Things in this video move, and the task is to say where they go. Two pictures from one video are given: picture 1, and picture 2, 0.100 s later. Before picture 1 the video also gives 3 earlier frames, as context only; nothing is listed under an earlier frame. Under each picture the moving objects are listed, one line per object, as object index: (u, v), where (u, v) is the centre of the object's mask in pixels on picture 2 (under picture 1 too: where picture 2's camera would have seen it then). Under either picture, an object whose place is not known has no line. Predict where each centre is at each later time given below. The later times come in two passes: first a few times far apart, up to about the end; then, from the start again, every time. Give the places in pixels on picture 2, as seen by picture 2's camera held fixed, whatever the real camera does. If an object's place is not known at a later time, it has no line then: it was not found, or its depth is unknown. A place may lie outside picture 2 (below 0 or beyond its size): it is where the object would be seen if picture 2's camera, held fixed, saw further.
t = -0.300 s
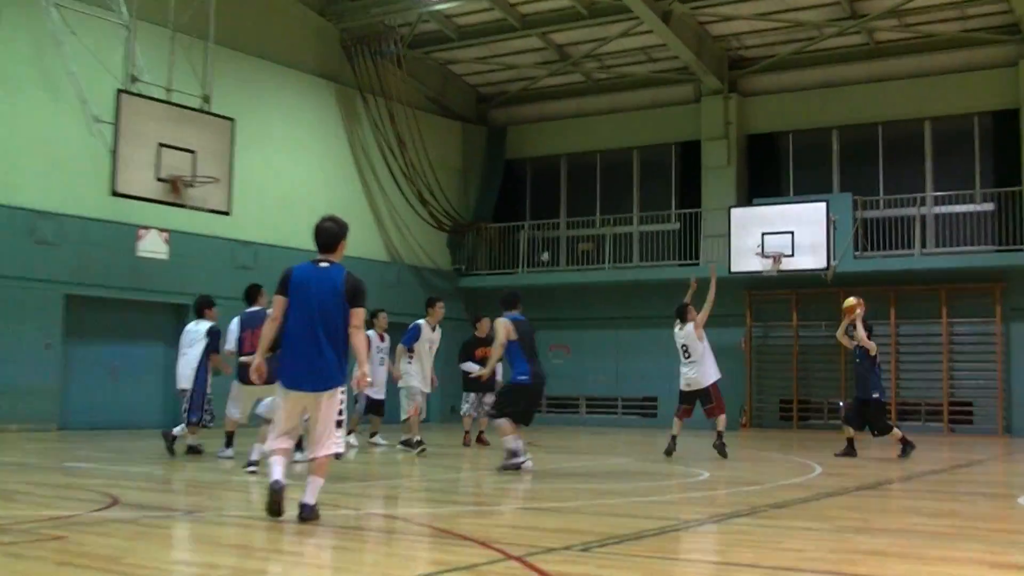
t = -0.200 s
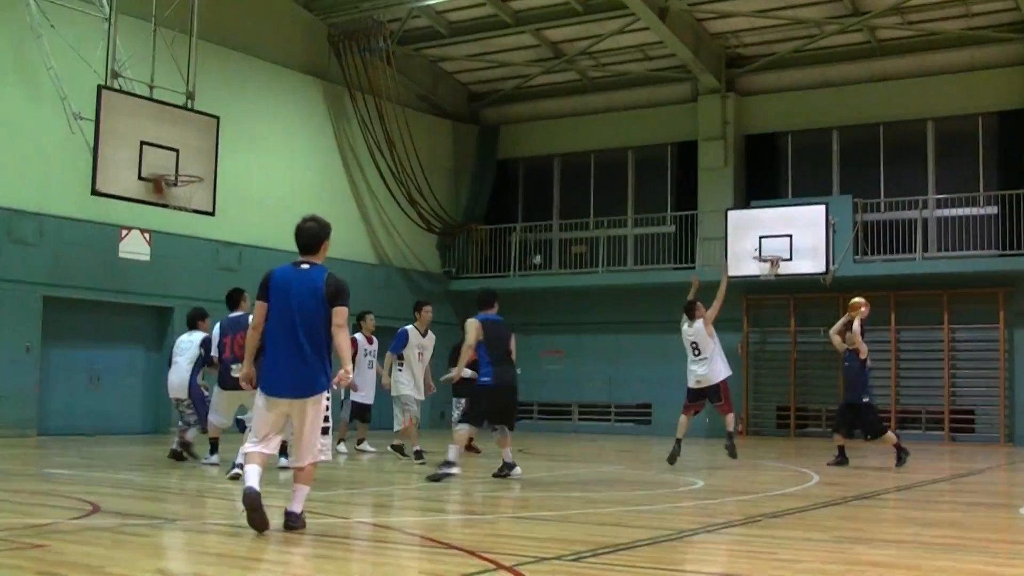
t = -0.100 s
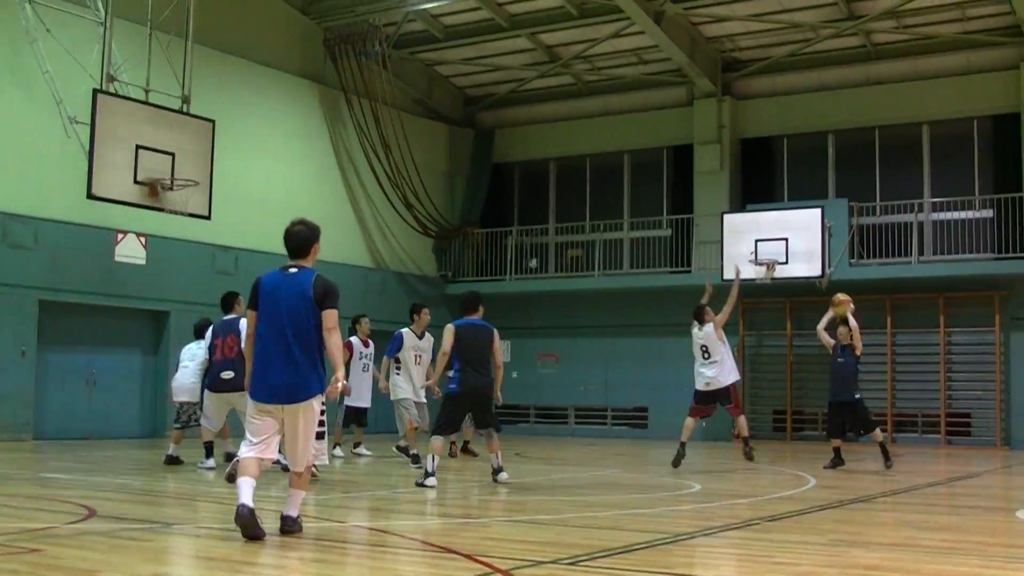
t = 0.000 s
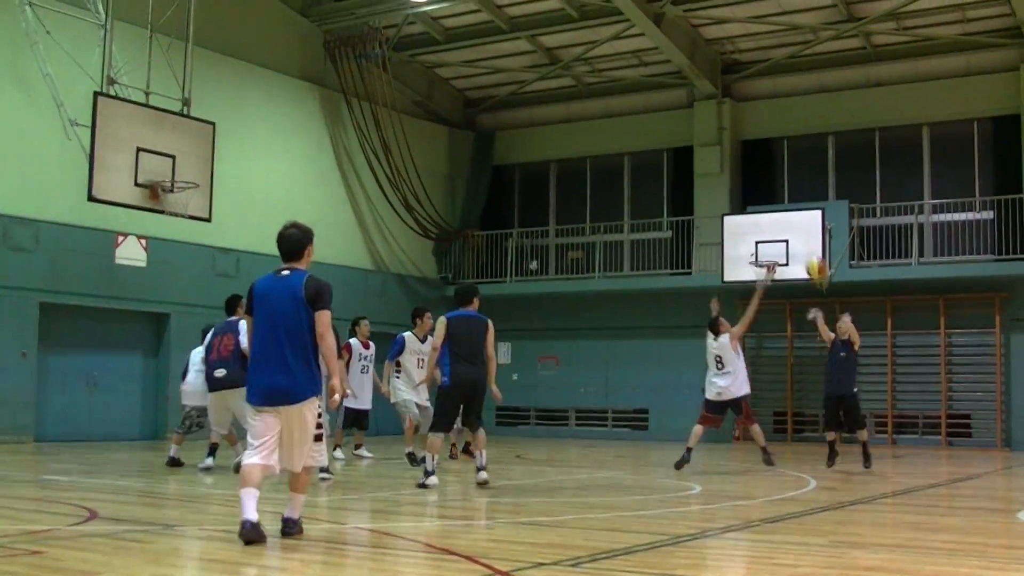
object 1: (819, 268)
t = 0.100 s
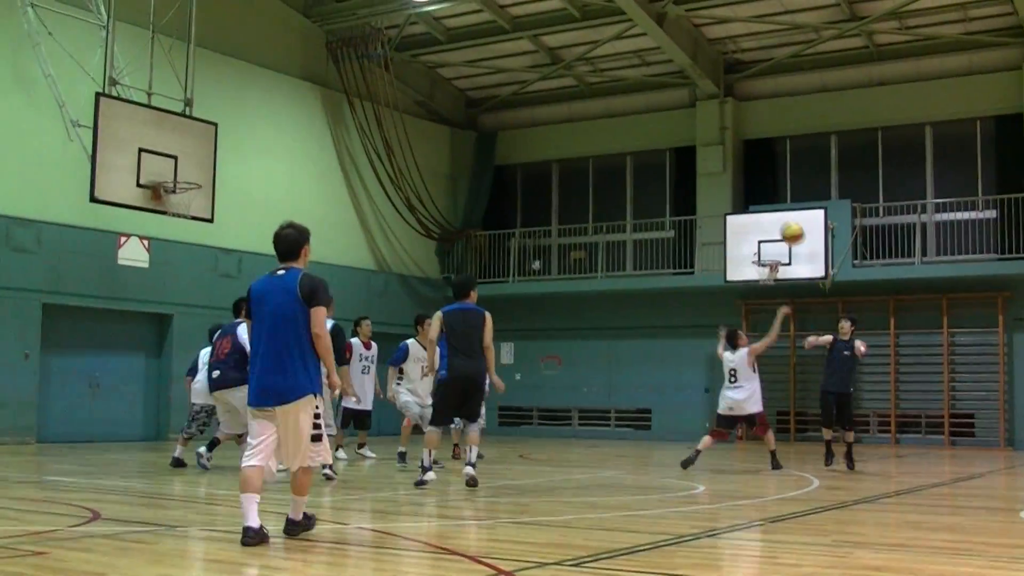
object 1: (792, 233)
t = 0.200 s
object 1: (762, 203)
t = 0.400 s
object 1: (695, 168)
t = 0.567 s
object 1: (624, 173)
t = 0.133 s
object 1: (783, 222)
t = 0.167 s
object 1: (772, 213)
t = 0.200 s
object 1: (762, 203)
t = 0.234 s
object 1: (752, 196)
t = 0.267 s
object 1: (742, 189)
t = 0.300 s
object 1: (732, 182)
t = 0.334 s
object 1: (720, 177)
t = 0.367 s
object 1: (707, 172)
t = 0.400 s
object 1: (695, 168)
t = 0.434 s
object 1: (683, 167)
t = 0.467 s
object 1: (669, 166)
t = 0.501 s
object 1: (657, 166)
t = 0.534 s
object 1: (640, 169)
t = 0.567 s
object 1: (624, 173)
